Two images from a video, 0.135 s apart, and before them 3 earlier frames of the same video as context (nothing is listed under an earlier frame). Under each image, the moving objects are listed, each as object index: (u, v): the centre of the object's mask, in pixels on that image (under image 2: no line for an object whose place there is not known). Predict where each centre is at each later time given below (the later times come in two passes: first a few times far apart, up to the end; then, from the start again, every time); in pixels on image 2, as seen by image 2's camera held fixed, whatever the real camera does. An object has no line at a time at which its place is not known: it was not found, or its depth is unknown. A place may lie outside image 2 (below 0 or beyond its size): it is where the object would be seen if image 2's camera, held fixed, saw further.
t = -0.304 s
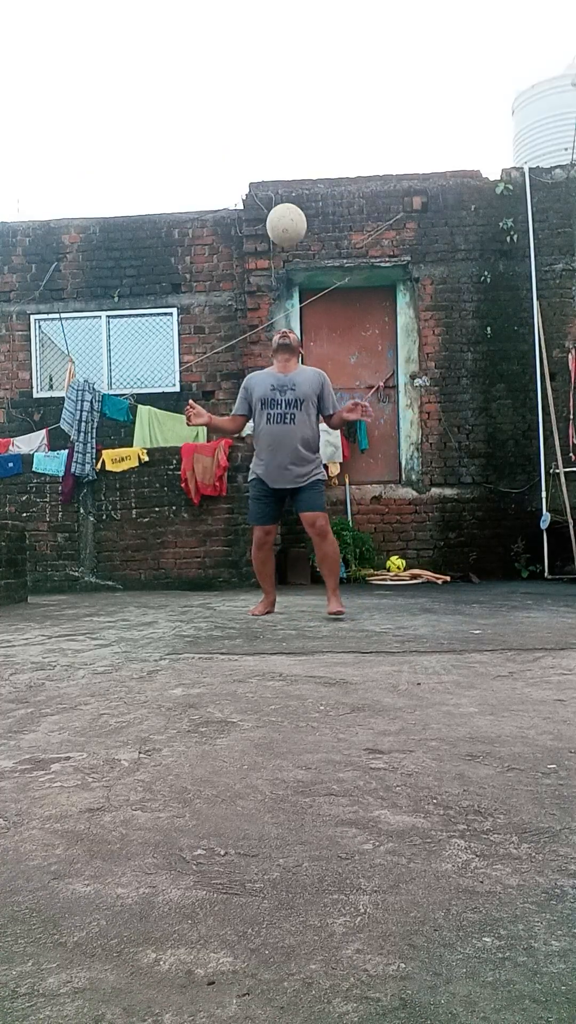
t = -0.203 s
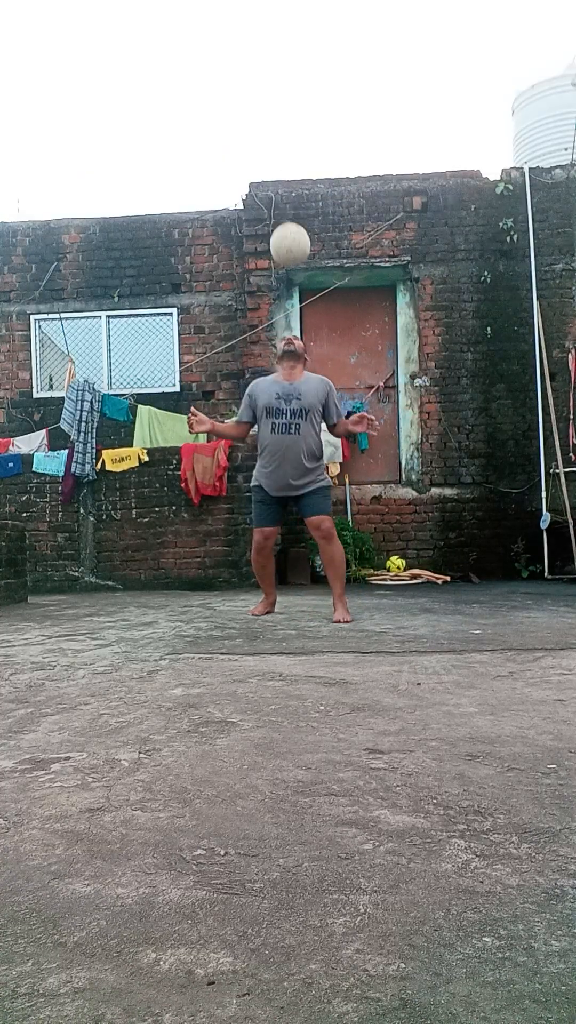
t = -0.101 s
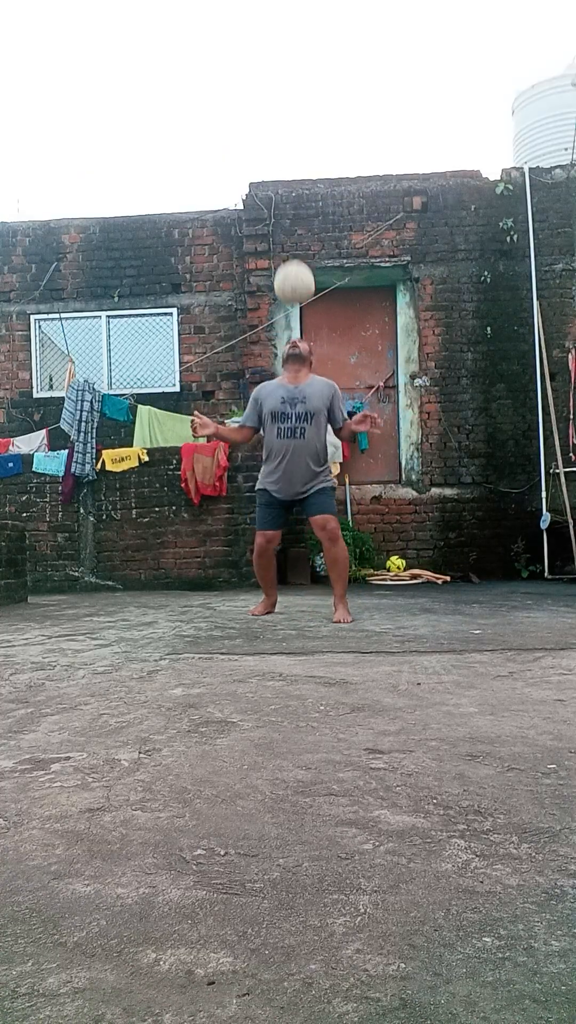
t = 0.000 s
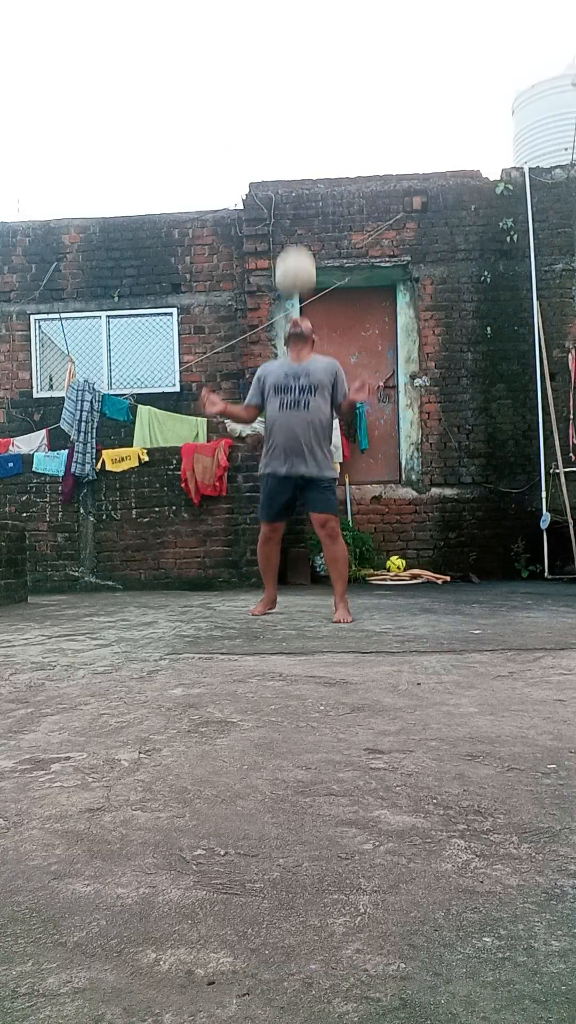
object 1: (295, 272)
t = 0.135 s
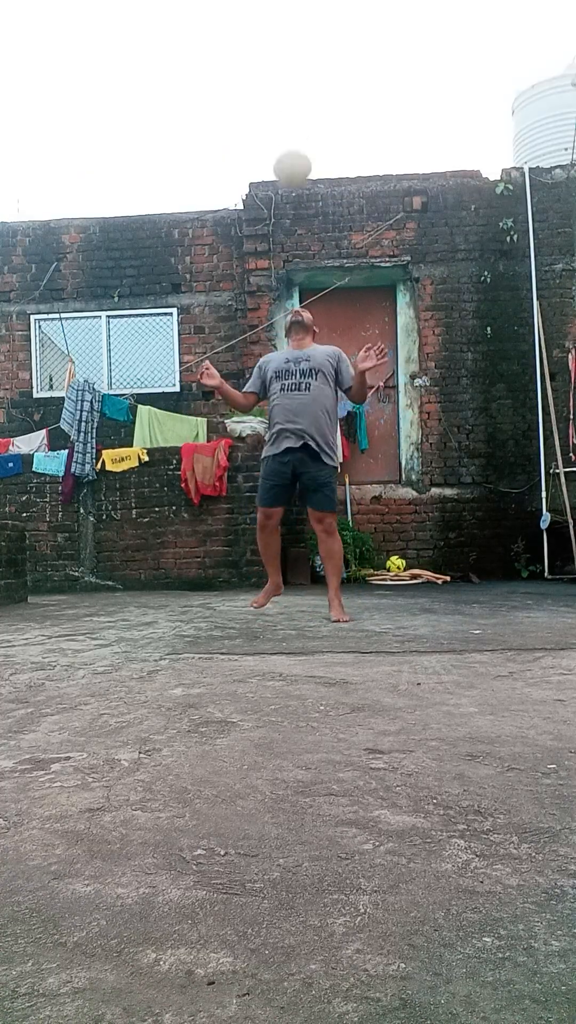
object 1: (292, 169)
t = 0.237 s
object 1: (290, 111)
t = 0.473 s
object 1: (286, 50)
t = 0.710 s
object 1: (285, 88)
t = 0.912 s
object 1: (286, 205)
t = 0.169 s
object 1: (291, 147)
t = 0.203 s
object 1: (291, 128)
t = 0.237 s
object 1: (290, 111)
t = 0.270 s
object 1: (290, 96)
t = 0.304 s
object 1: (289, 83)
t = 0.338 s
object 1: (288, 73)
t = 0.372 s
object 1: (288, 64)
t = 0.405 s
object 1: (287, 58)
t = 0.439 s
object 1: (286, 53)
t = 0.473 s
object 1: (286, 50)
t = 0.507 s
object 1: (286, 50)
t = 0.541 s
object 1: (285, 51)
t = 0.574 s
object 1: (285, 55)
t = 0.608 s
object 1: (285, 60)
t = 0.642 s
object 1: (285, 67)
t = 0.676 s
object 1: (285, 77)
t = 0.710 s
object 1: (285, 88)
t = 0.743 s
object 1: (285, 102)
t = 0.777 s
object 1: (285, 118)
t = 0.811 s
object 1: (285, 136)
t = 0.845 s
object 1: (286, 157)
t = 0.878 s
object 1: (286, 183)
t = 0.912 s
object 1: (286, 205)
